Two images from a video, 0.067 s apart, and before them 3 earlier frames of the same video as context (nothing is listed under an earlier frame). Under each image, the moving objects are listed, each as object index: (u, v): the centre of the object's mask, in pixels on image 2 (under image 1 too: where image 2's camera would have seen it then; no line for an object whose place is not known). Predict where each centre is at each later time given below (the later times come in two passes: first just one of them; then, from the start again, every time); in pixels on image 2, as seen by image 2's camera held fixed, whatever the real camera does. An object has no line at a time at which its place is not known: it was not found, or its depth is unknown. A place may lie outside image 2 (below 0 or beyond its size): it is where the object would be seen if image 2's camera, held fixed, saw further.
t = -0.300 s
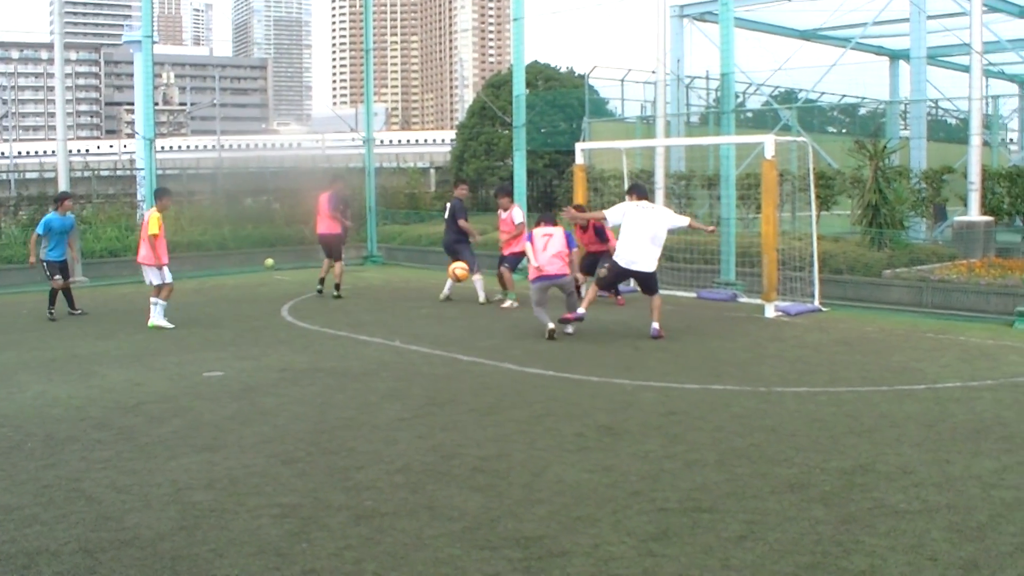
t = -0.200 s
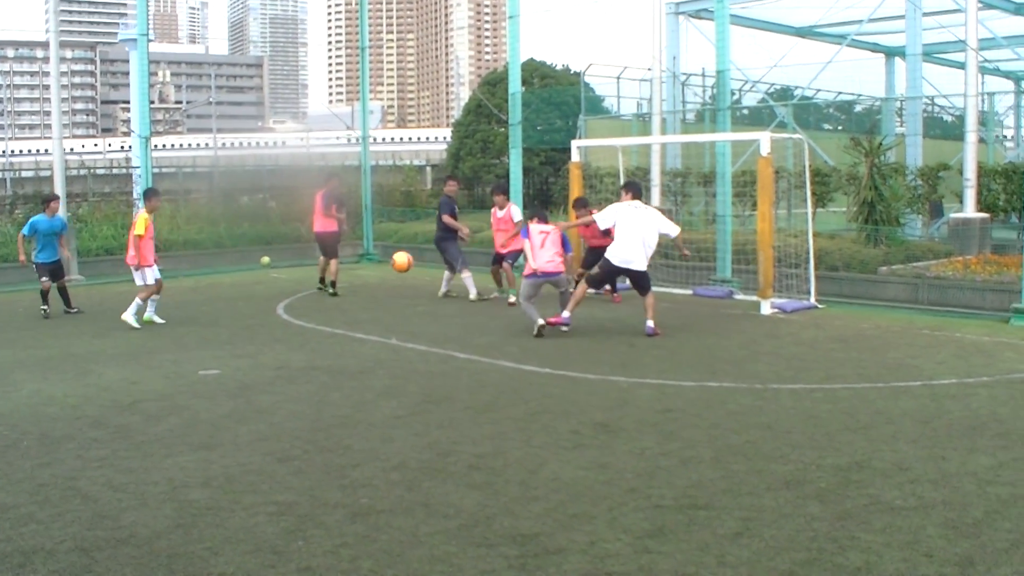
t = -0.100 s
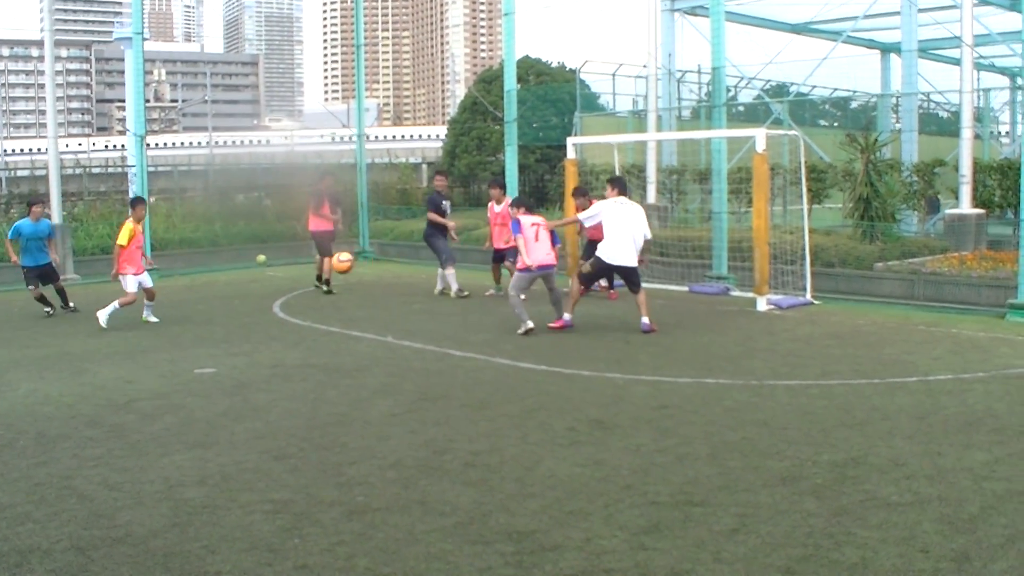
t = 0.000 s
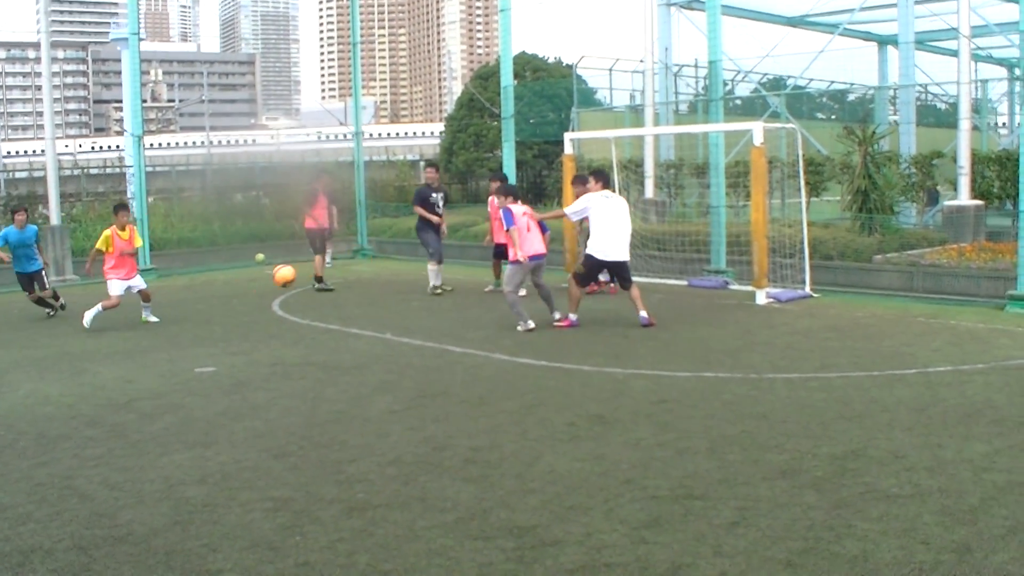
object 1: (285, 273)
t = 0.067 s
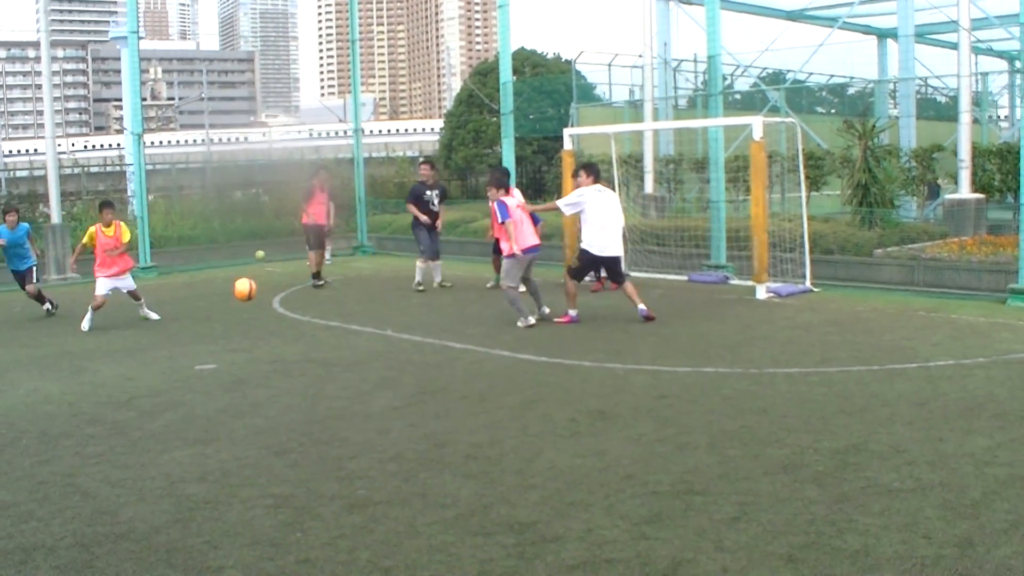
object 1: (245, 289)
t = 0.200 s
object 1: (167, 339)
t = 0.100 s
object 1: (224, 300)
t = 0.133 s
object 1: (205, 312)
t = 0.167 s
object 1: (184, 325)
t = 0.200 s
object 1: (167, 339)
